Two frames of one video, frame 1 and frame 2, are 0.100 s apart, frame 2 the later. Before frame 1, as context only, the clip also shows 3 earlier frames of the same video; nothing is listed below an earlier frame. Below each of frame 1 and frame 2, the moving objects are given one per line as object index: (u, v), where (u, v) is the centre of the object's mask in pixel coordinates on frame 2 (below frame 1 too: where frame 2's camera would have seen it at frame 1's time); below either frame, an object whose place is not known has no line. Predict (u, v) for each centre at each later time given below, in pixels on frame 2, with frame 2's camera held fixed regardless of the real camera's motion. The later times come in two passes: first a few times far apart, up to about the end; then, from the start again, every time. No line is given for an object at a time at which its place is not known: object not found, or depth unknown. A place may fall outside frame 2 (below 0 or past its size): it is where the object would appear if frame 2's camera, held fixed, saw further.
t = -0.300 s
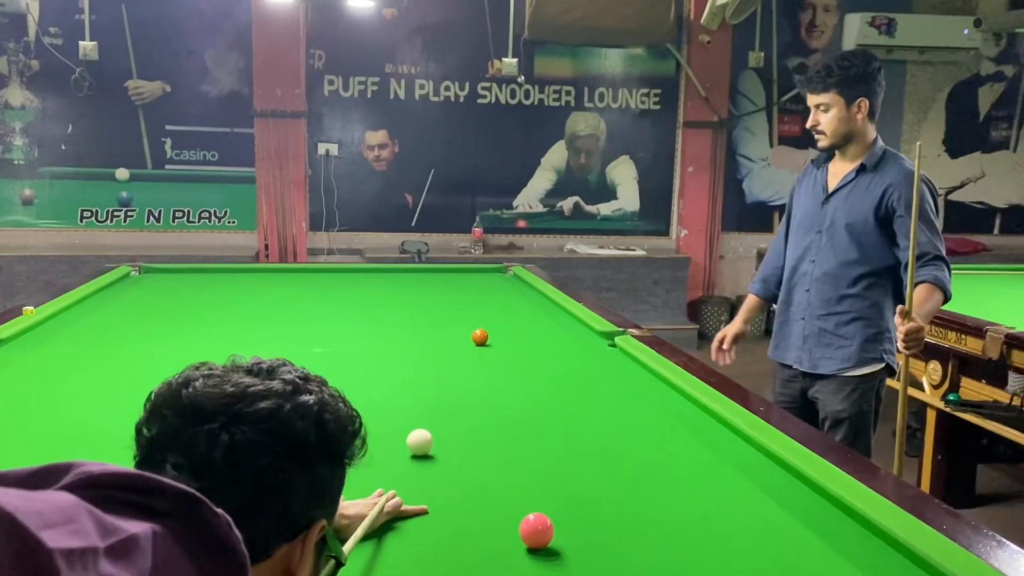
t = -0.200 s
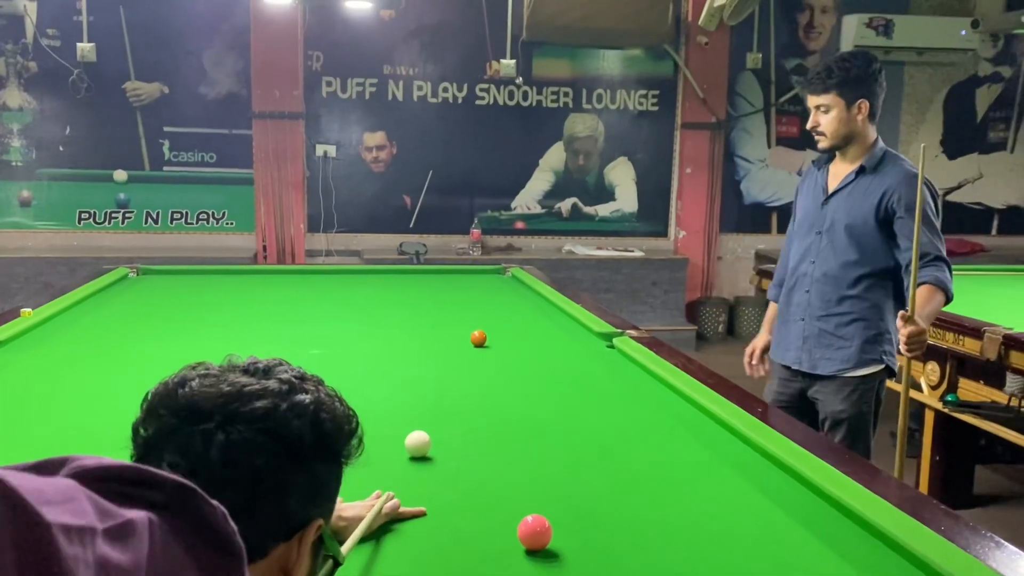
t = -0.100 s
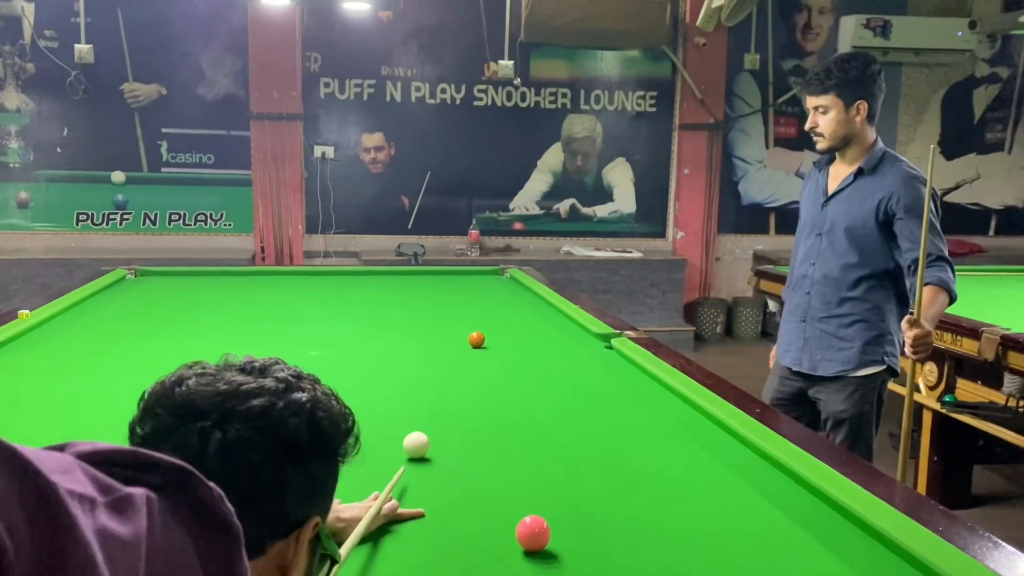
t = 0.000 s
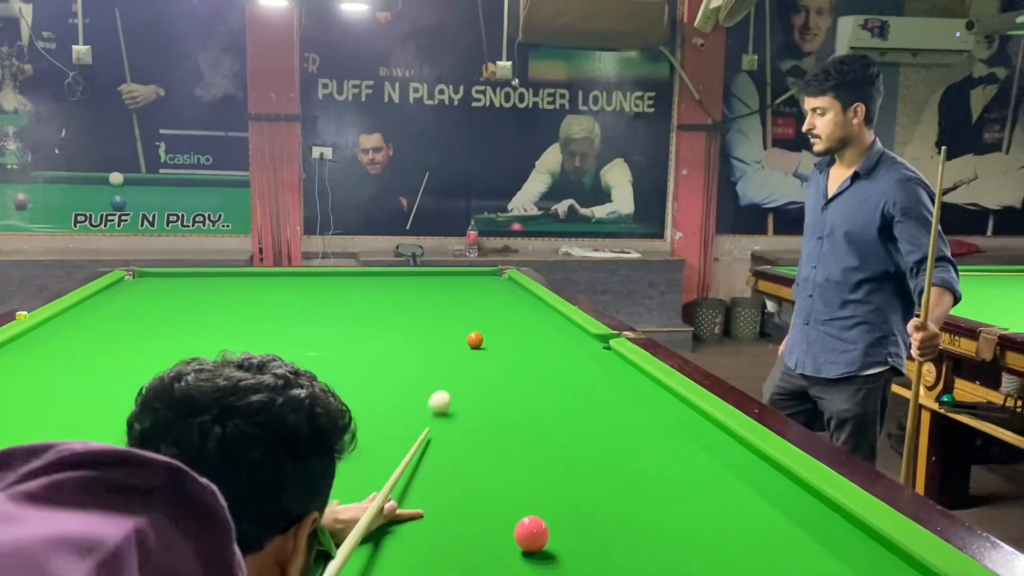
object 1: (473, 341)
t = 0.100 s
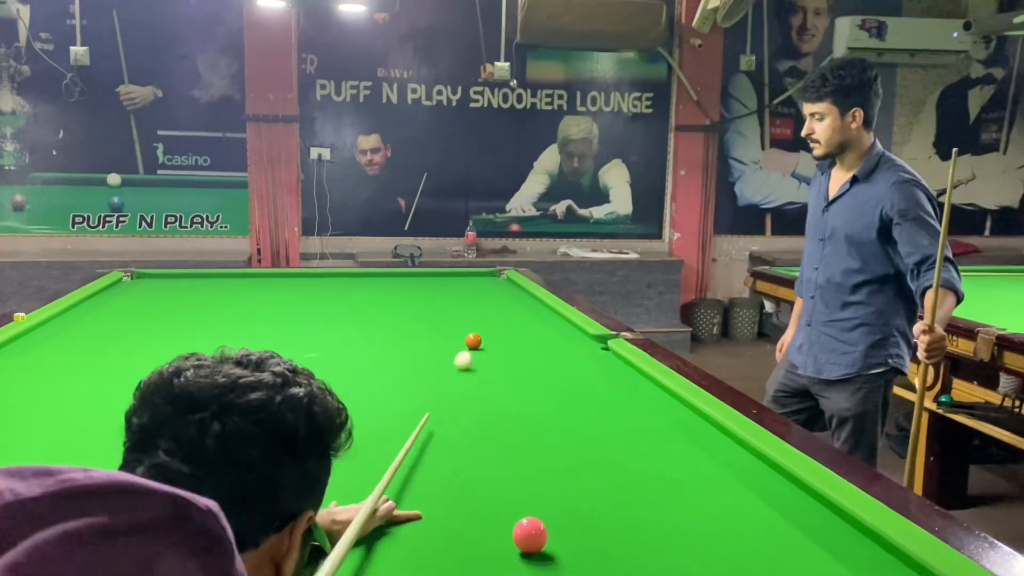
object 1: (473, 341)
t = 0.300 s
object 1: (475, 312)
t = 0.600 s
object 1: (478, 280)
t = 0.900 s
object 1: (503, 282)
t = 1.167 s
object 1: (527, 298)
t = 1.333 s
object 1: (535, 308)
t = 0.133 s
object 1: (475, 338)
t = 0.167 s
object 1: (473, 334)
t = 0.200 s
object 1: (474, 330)
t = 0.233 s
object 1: (475, 324)
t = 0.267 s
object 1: (475, 318)
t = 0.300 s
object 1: (475, 312)
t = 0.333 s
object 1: (476, 307)
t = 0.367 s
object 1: (476, 303)
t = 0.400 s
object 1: (477, 299)
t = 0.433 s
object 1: (477, 295)
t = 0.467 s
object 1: (477, 292)
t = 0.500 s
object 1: (478, 288)
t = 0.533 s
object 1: (478, 285)
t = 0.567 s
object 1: (478, 283)
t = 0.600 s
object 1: (478, 280)
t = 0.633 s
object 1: (478, 277)
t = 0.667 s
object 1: (478, 274)
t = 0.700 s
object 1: (479, 274)
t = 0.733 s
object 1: (482, 274)
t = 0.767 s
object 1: (486, 275)
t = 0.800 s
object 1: (490, 277)
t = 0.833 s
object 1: (494, 279)
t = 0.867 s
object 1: (499, 280)
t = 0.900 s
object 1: (503, 282)
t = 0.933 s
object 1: (508, 285)
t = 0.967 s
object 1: (512, 286)
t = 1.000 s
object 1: (517, 288)
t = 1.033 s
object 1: (522, 290)
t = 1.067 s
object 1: (523, 292)
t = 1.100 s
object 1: (525, 294)
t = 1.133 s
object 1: (526, 295)
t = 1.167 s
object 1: (527, 298)
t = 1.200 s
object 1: (529, 299)
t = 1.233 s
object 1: (530, 301)
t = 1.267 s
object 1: (532, 304)
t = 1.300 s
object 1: (533, 306)
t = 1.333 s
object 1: (535, 308)
